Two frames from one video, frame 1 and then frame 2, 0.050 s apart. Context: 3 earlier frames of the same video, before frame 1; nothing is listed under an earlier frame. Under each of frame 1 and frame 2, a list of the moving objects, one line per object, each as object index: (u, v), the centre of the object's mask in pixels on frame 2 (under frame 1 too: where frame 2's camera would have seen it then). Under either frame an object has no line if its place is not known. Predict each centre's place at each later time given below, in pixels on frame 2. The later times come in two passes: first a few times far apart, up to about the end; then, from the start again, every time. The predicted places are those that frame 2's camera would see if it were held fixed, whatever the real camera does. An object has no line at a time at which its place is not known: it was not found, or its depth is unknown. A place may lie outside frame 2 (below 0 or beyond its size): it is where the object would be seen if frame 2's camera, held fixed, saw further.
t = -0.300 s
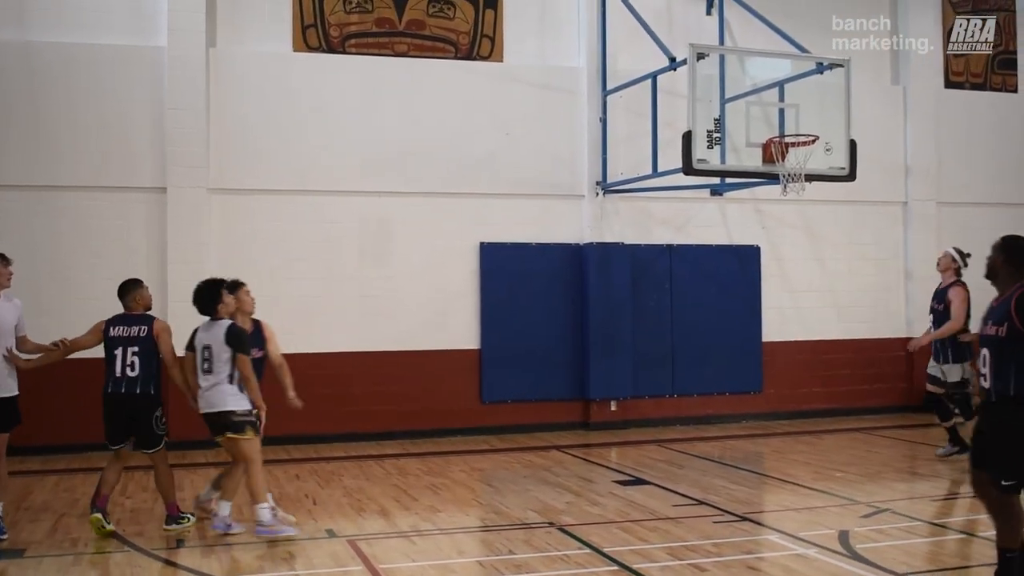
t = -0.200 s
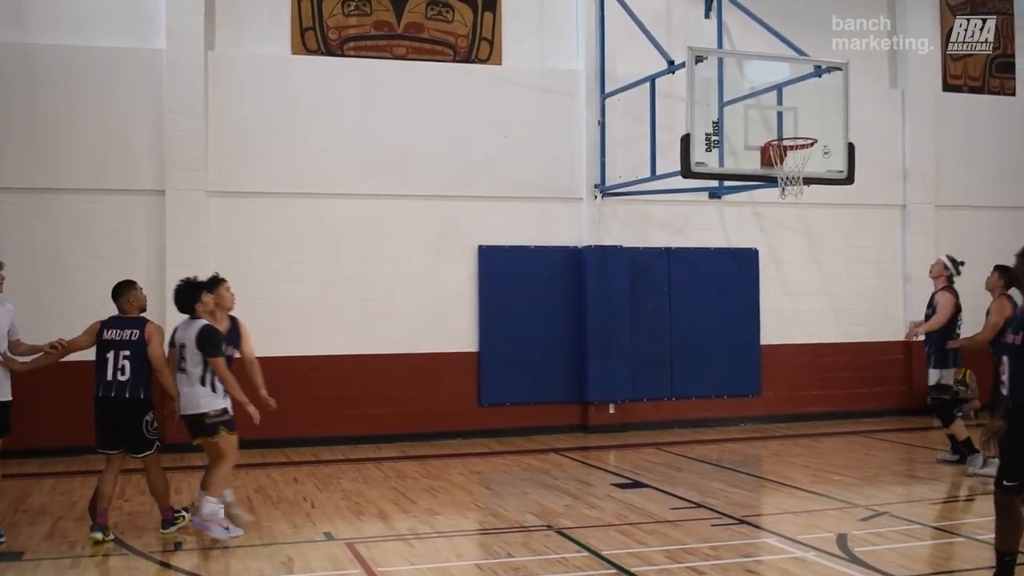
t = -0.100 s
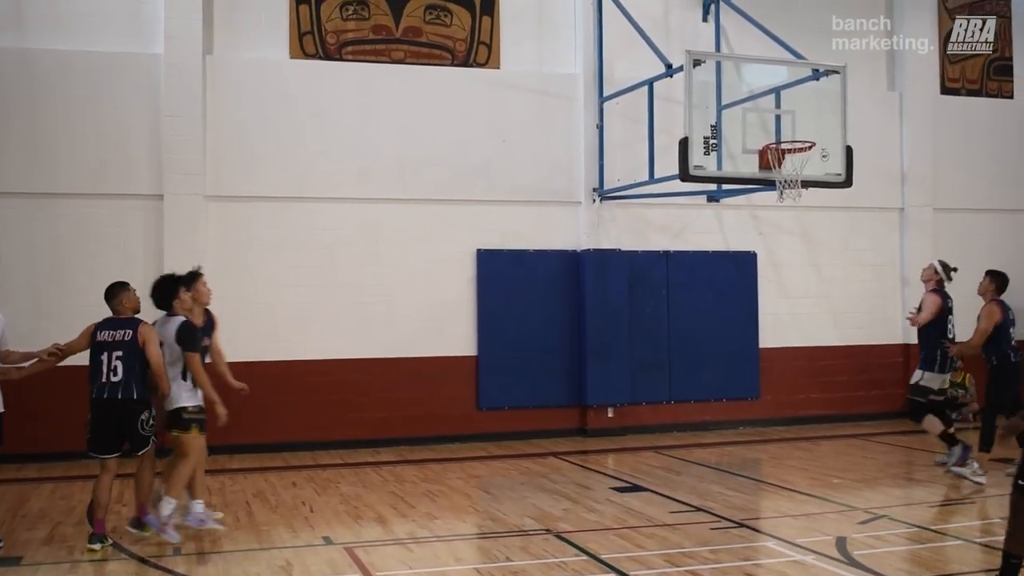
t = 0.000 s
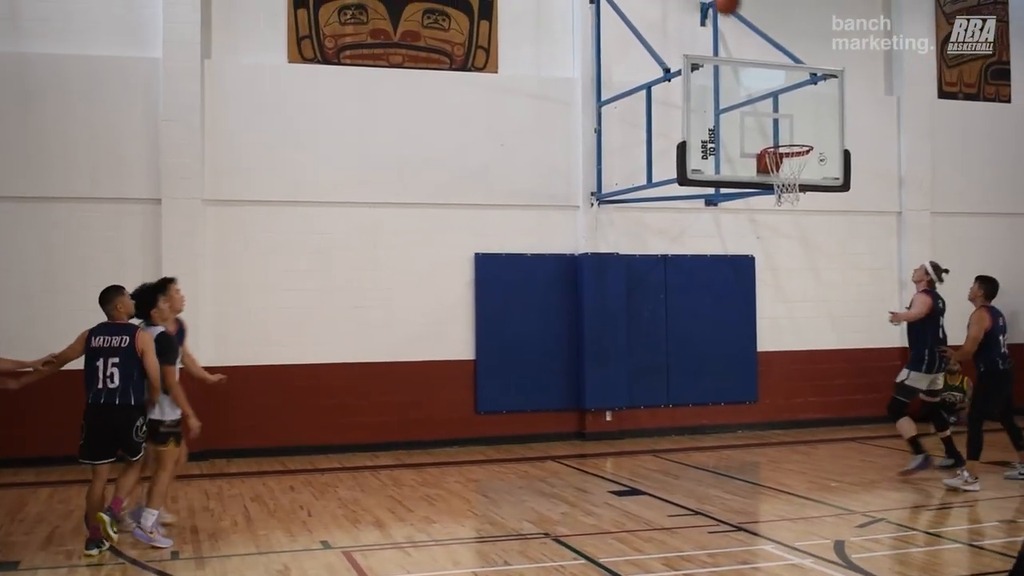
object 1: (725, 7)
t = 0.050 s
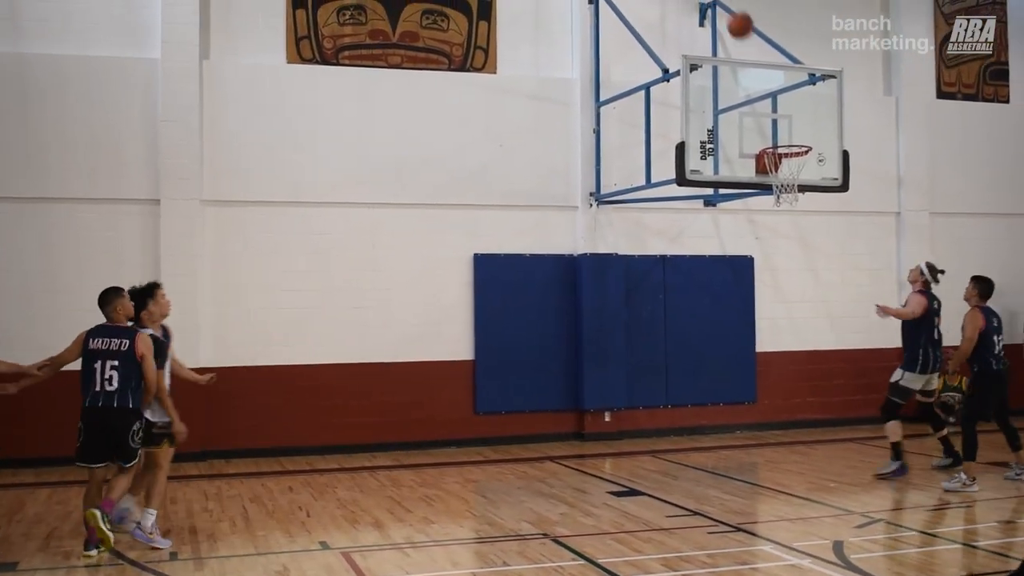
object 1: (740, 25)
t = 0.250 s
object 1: (792, 137)
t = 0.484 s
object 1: (792, 186)
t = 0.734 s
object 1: (799, 248)
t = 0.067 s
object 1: (744, 34)
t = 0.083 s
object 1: (748, 42)
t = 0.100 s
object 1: (753, 50)
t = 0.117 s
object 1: (757, 59)
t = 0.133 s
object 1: (761, 68)
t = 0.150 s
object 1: (766, 78)
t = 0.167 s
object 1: (771, 88)
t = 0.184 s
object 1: (775, 97)
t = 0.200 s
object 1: (779, 107)
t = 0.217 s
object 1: (783, 117)
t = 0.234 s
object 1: (787, 126)
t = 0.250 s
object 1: (792, 137)
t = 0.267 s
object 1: (794, 145)
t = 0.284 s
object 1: (797, 152)
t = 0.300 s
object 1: (799, 159)
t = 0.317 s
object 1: (801, 167)
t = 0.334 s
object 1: (801, 171)
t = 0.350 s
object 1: (800, 174)
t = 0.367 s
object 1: (800, 176)
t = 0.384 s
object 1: (799, 177)
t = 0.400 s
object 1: (797, 179)
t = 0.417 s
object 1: (796, 180)
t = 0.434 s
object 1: (795, 181)
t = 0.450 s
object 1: (794, 182)
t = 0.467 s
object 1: (793, 184)
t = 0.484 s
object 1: (792, 186)
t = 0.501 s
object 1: (792, 188)
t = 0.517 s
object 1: (793, 191)
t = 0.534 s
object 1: (793, 194)
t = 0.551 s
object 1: (794, 197)
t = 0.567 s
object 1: (795, 199)
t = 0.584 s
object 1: (795, 202)
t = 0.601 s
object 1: (796, 207)
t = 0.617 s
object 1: (796, 211)
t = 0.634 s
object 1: (797, 215)
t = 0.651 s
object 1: (797, 220)
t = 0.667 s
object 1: (796, 225)
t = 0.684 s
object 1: (797, 230)
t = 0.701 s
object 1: (798, 236)
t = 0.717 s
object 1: (798, 241)
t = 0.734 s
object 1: (799, 248)
